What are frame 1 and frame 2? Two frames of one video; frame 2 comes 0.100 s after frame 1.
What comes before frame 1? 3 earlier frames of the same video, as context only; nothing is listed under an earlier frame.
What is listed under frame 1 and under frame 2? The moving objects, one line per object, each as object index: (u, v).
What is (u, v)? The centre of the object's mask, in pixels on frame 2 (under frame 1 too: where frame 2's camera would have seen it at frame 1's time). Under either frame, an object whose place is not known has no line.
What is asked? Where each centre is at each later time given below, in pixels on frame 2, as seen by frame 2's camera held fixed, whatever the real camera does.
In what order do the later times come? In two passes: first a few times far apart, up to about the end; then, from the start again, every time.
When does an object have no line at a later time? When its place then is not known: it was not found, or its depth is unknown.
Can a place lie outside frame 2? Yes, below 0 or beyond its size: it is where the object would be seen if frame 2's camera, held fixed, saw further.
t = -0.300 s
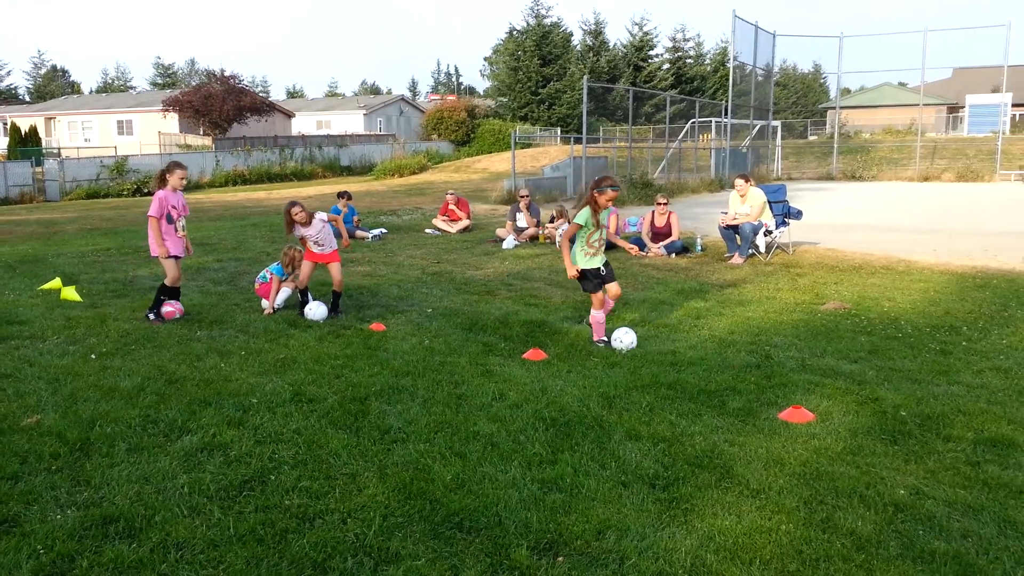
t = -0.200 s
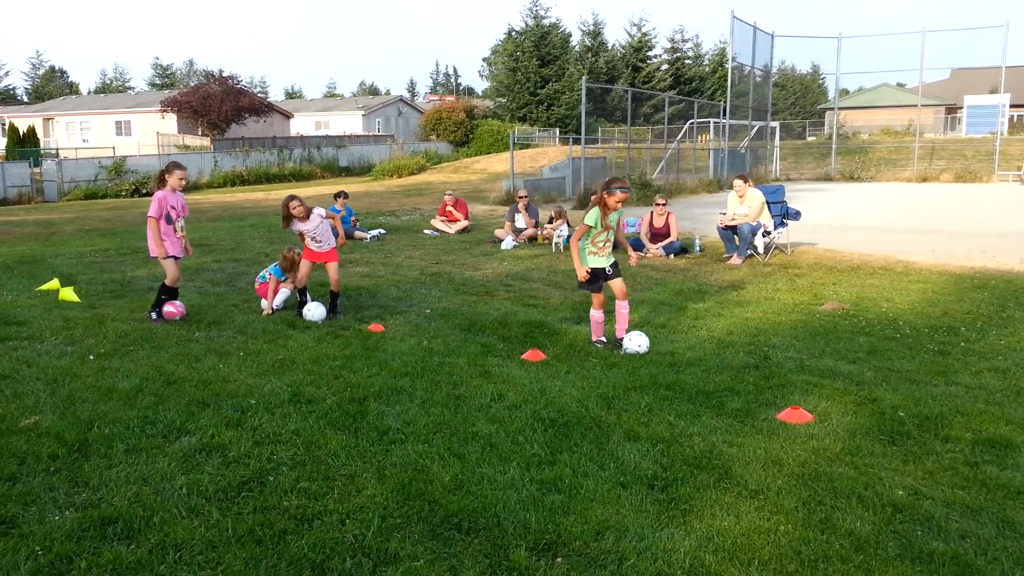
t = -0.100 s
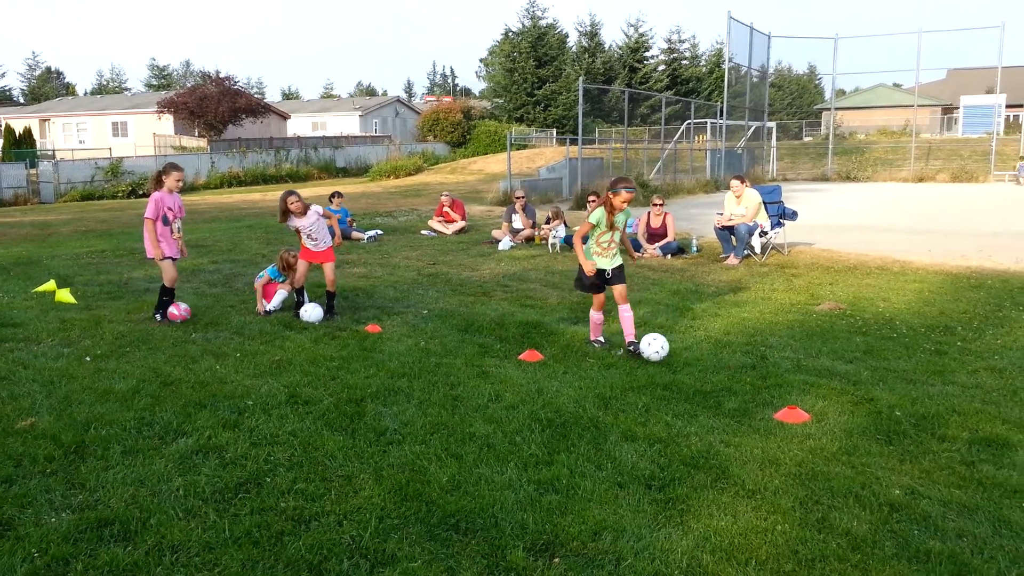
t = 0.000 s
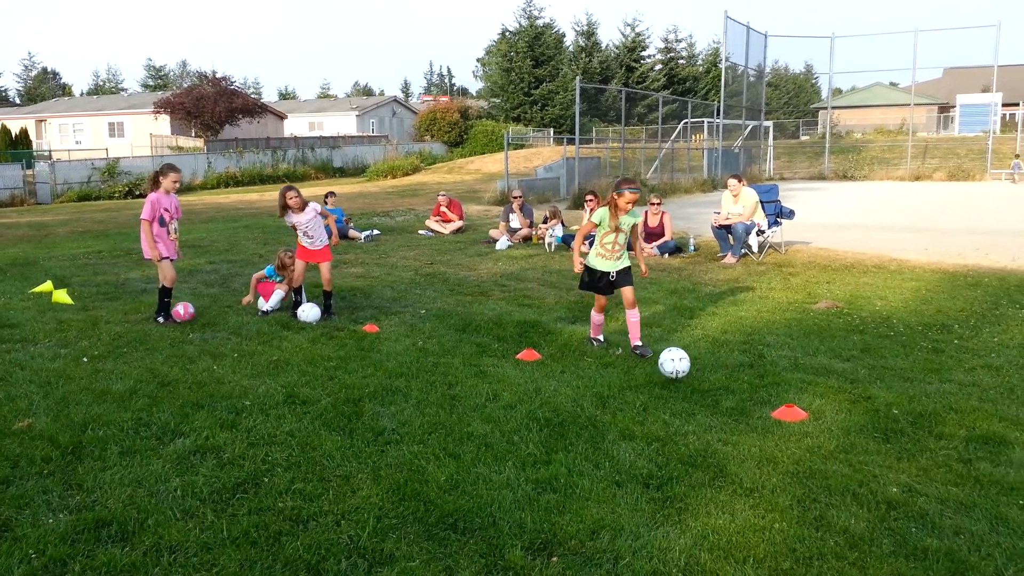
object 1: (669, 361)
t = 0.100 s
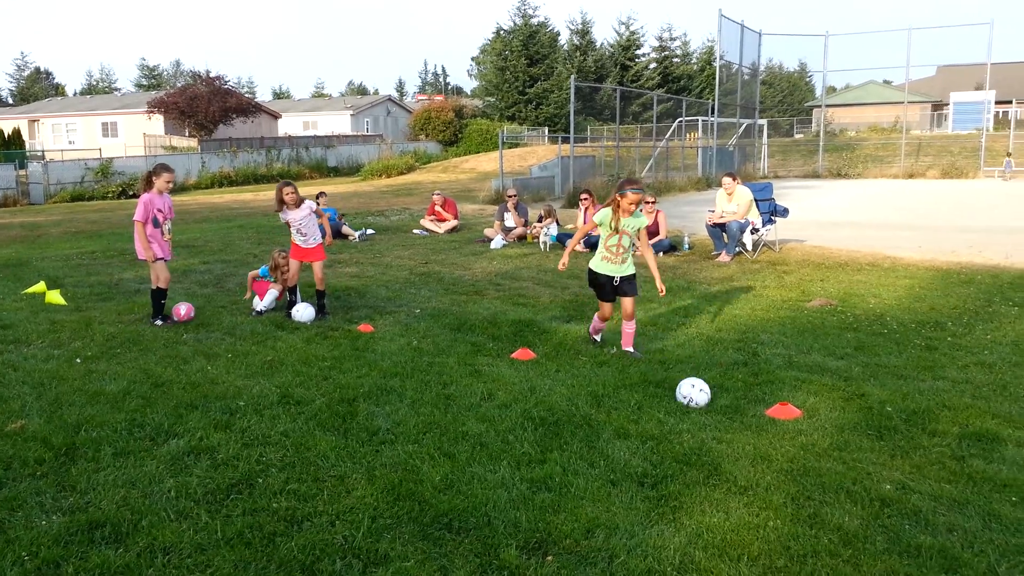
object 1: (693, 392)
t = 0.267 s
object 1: (716, 394)
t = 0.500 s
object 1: (747, 424)
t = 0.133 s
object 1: (698, 391)
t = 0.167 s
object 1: (702, 389)
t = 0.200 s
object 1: (706, 389)
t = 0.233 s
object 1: (711, 390)
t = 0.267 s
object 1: (716, 394)
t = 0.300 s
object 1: (721, 400)
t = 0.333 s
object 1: (726, 409)
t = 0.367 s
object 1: (731, 418)
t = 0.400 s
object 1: (736, 421)
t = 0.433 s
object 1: (740, 421)
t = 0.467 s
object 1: (743, 421)
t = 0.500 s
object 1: (747, 424)
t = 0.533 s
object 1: (751, 428)
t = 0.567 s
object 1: (755, 434)
